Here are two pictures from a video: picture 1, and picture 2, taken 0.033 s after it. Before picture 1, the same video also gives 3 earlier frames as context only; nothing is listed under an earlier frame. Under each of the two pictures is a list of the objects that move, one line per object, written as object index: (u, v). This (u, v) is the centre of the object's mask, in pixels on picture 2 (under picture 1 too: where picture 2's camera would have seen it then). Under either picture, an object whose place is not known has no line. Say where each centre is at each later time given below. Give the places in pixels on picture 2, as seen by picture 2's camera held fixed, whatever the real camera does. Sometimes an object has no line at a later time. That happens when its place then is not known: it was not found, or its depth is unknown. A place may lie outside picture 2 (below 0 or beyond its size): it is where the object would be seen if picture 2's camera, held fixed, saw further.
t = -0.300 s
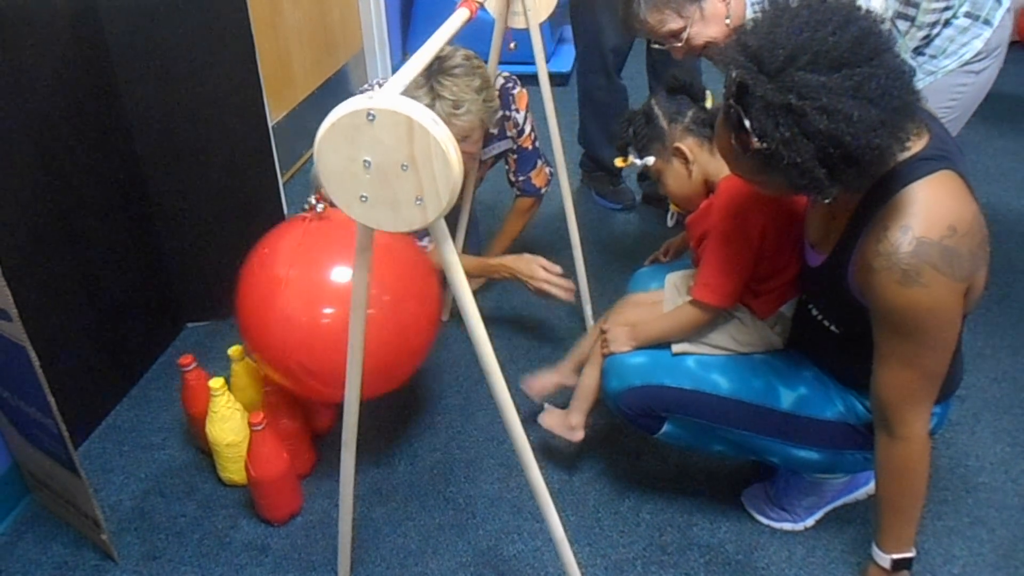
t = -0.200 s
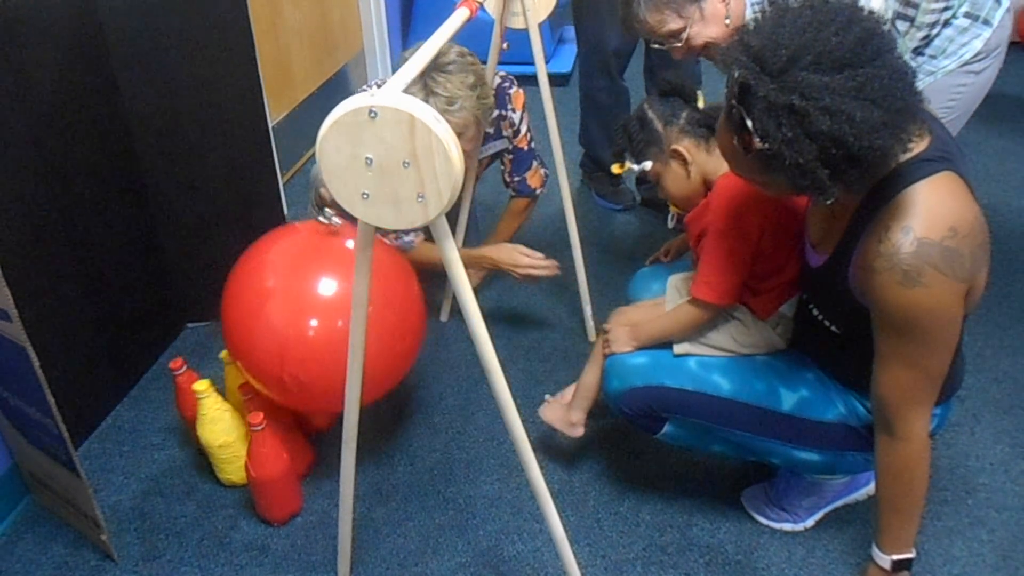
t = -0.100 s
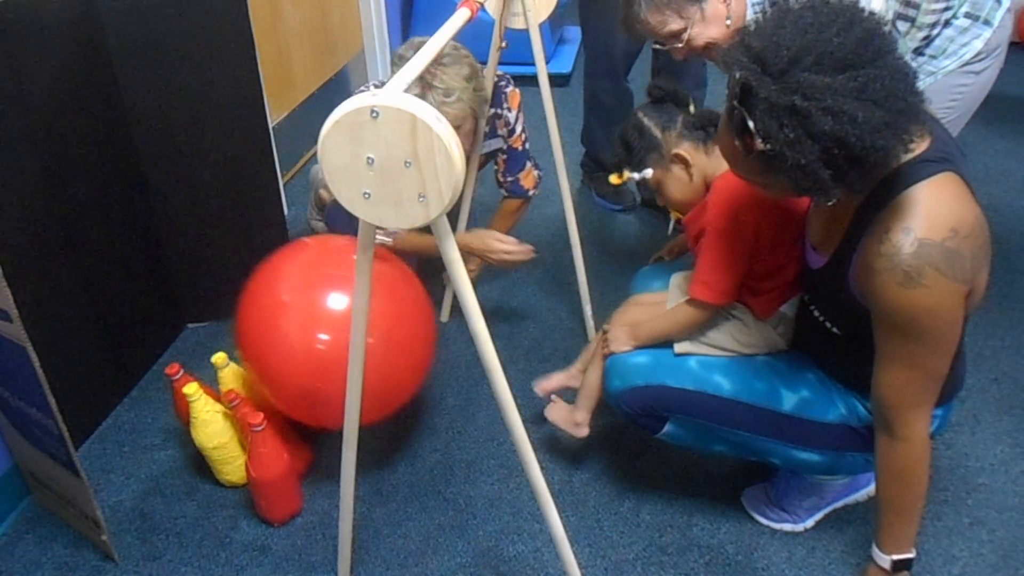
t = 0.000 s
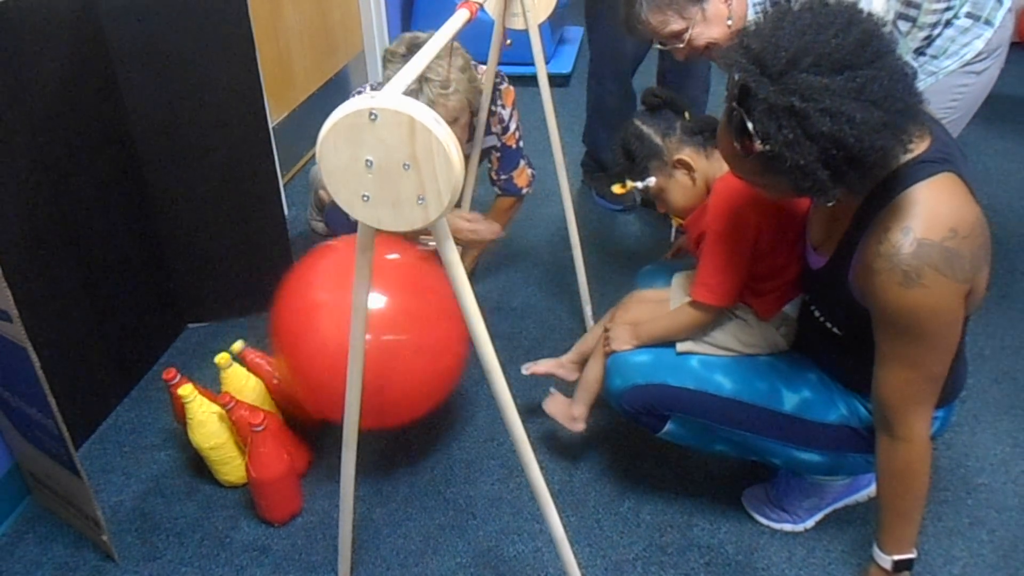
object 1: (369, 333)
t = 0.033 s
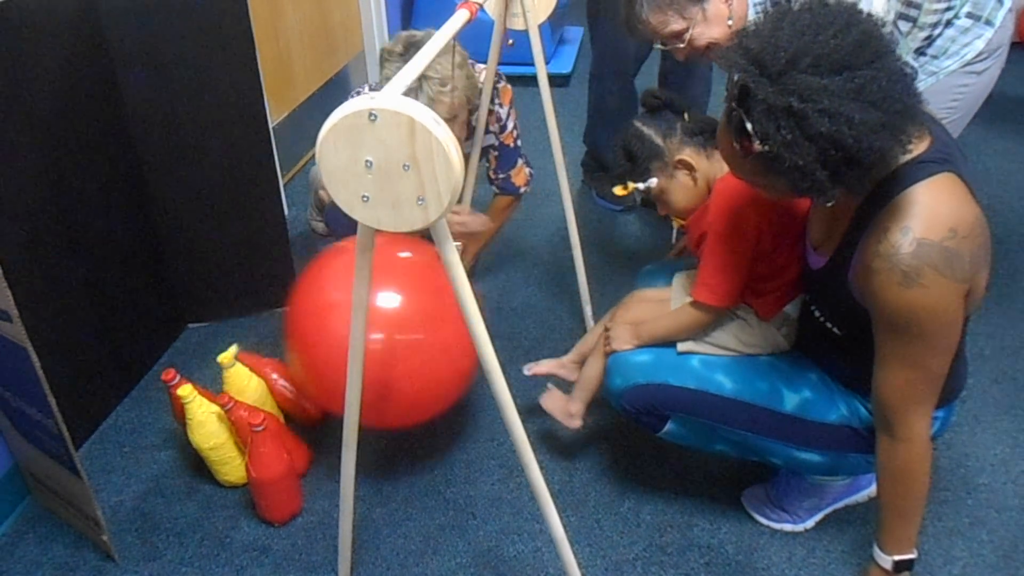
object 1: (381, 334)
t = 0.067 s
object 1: (393, 335)
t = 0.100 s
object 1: (418, 342)
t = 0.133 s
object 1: (437, 338)
